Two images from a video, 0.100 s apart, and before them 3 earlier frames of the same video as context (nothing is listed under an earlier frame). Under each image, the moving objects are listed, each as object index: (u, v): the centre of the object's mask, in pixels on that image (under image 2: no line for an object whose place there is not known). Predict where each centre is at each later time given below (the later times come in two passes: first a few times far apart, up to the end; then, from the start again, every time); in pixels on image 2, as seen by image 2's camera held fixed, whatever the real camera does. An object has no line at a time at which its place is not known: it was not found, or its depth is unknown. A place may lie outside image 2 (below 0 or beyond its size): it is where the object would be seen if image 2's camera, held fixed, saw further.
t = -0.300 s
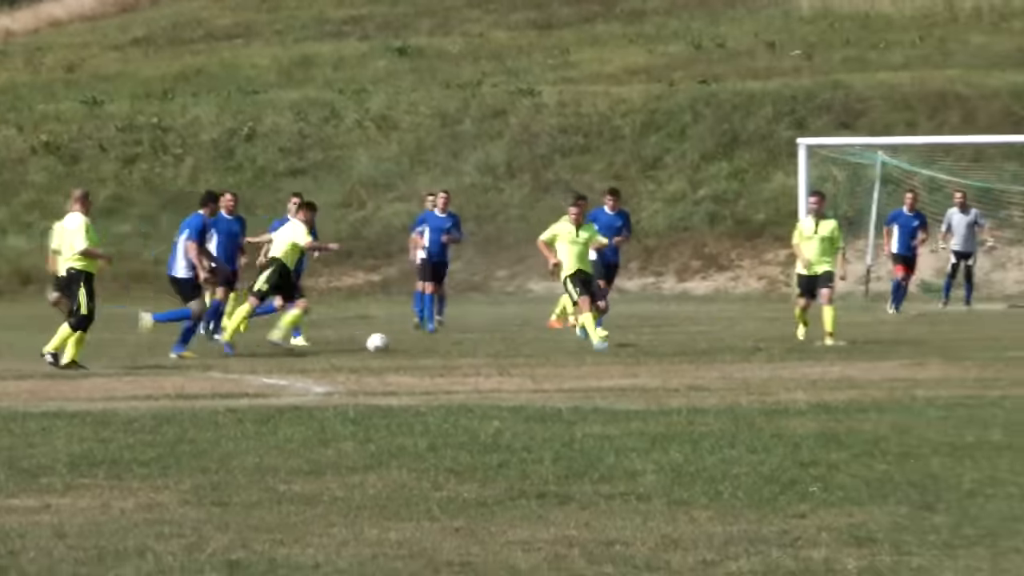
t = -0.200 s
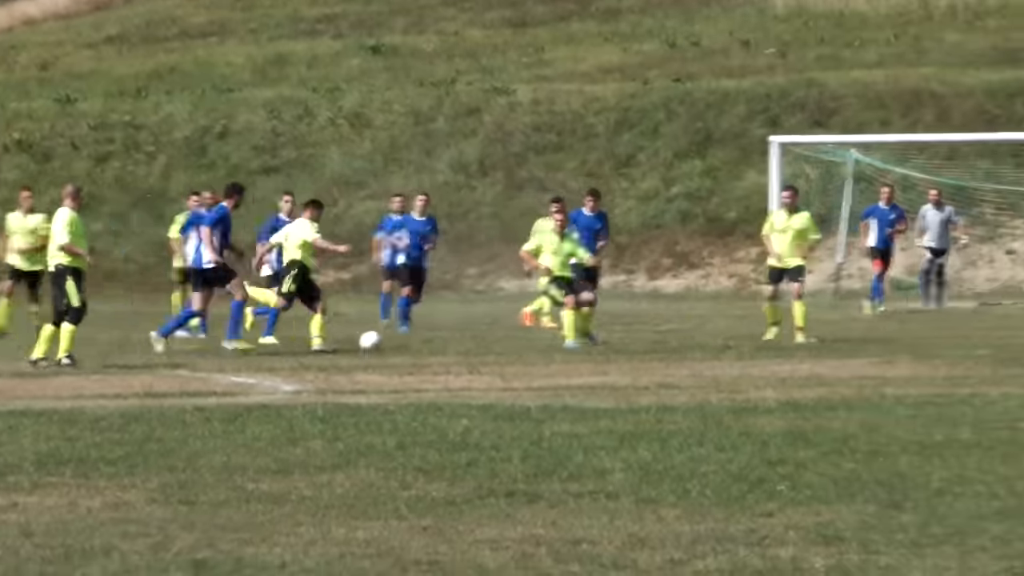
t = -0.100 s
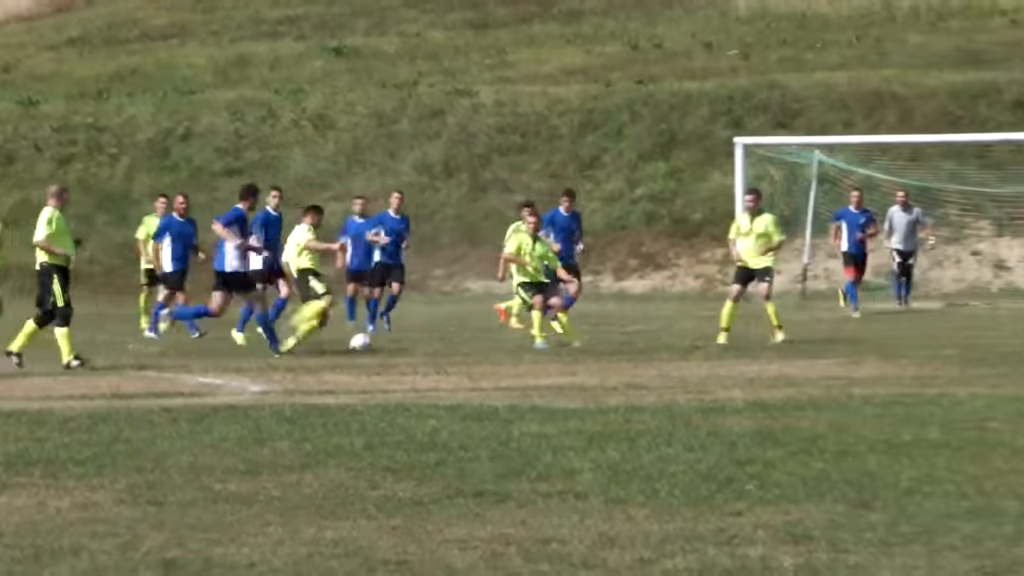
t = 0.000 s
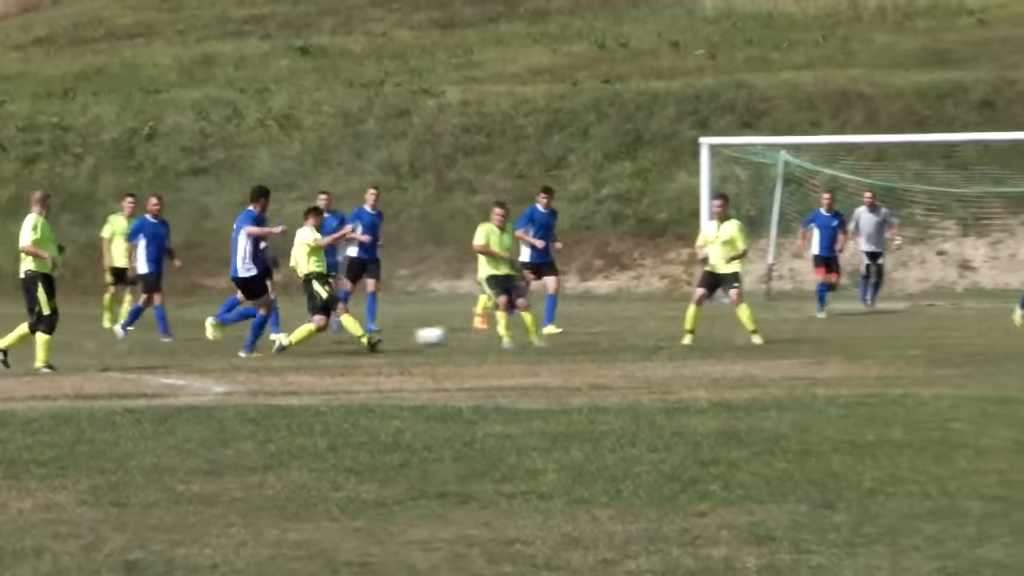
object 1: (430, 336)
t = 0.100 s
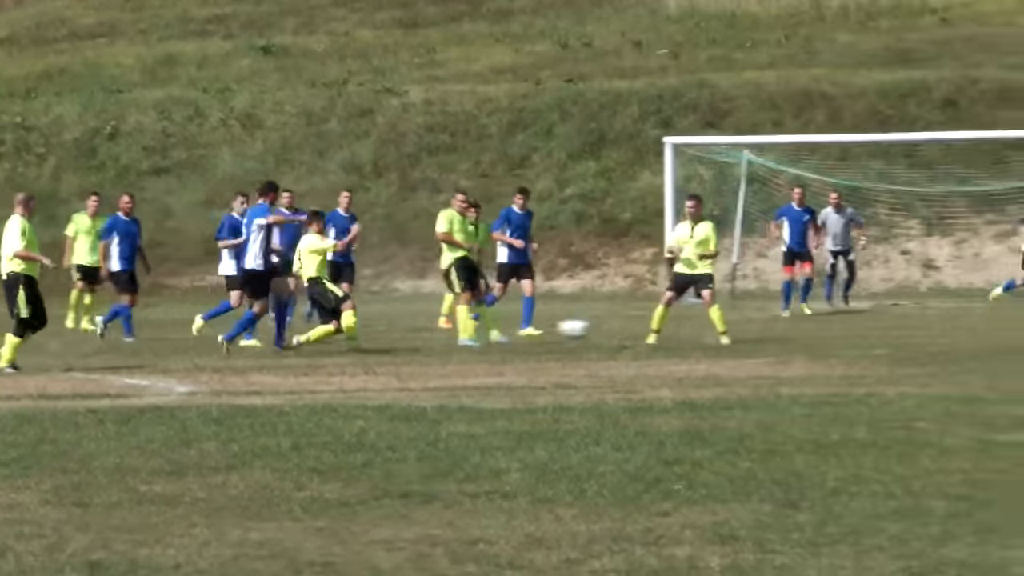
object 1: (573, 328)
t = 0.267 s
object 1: (854, 334)
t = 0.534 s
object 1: (1226, 323)
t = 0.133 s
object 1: (630, 327)
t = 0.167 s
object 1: (686, 327)
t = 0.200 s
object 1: (742, 328)
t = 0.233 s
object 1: (799, 333)
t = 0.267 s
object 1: (854, 334)
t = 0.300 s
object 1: (904, 334)
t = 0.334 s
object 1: (953, 332)
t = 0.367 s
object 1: (998, 328)
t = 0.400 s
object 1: (1046, 327)
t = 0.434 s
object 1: (1093, 327)
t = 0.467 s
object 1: (1141, 328)
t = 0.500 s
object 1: (1184, 327)
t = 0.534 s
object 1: (1226, 323)
